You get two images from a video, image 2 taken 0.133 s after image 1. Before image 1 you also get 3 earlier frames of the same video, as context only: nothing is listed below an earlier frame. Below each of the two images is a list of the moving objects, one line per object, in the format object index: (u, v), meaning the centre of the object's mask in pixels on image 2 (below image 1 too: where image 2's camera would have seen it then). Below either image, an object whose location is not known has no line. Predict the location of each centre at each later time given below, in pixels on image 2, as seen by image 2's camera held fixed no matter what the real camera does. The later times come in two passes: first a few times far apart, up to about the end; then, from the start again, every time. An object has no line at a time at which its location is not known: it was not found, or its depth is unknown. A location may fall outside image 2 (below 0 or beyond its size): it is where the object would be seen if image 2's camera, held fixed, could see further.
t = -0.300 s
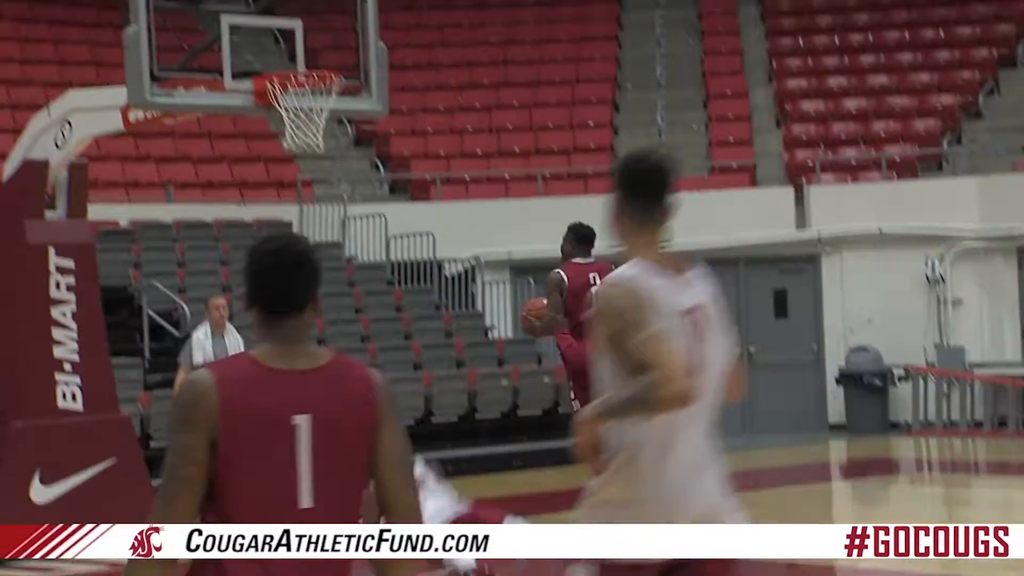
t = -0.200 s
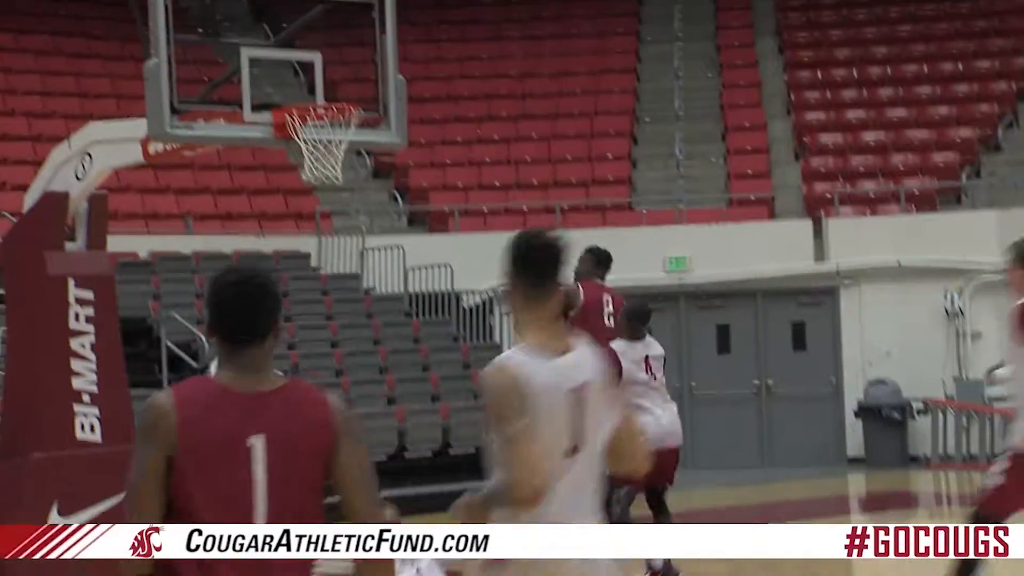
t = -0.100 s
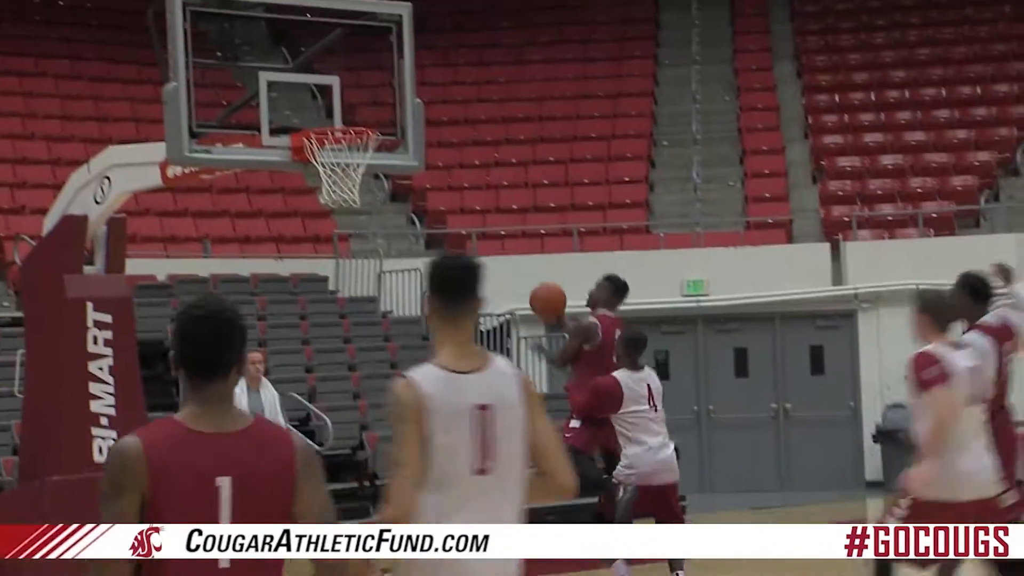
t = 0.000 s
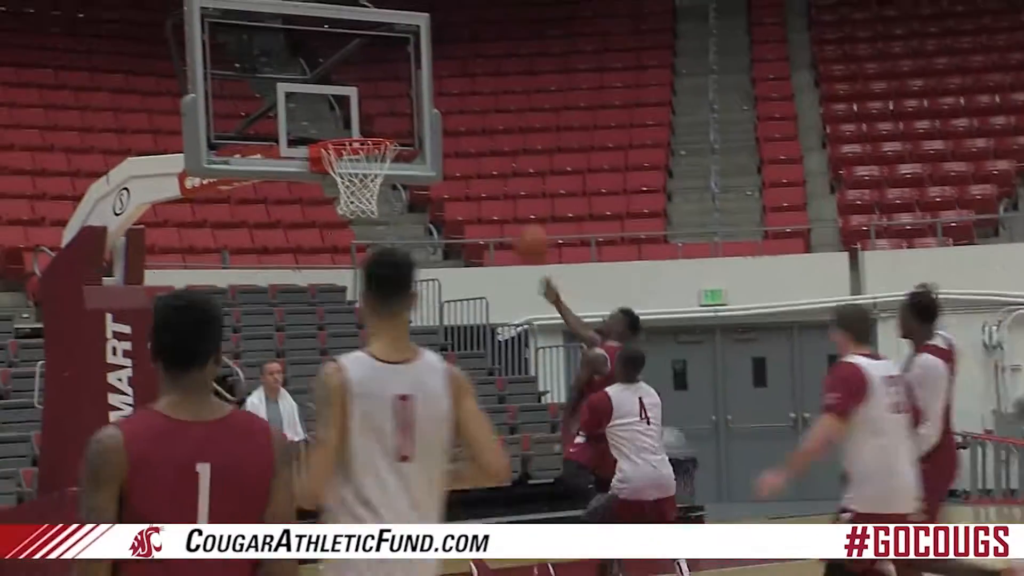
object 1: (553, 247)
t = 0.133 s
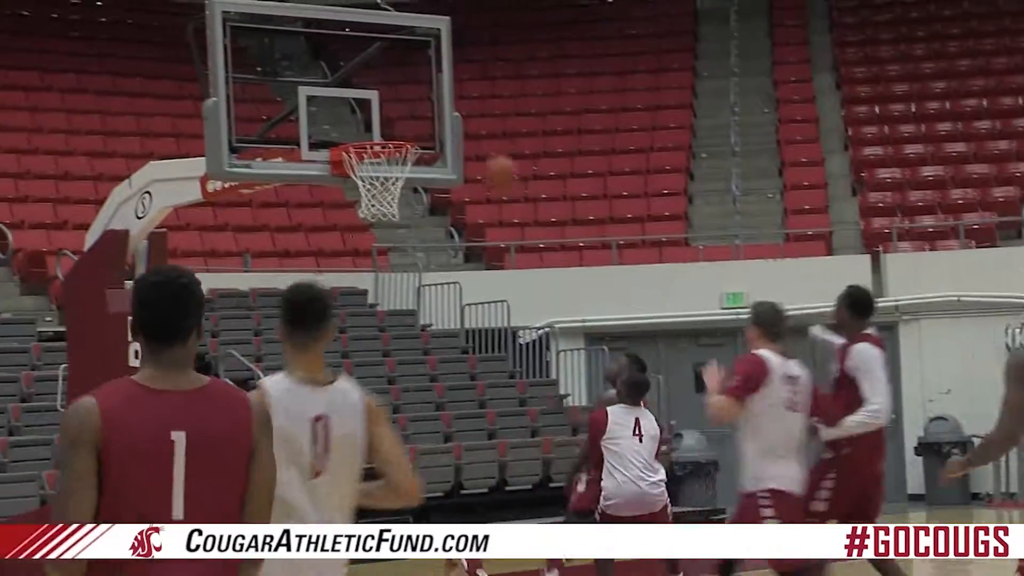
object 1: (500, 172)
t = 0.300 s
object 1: (437, 121)
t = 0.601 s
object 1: (387, 108)
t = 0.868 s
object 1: (388, 125)
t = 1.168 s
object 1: (377, 122)
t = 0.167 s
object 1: (488, 158)
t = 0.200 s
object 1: (475, 147)
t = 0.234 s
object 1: (463, 137)
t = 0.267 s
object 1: (451, 128)
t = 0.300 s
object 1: (437, 121)
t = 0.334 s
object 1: (425, 116)
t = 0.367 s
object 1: (414, 111)
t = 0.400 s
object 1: (409, 106)
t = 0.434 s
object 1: (405, 103)
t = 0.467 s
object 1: (402, 101)
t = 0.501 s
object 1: (399, 100)
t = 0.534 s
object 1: (395, 101)
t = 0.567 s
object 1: (391, 103)
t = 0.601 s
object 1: (387, 108)
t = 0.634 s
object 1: (383, 114)
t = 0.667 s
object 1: (379, 122)
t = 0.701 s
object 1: (377, 128)
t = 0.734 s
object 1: (379, 125)
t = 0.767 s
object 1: (381, 123)
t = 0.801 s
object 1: (383, 122)
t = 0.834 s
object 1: (385, 123)
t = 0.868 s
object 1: (388, 125)
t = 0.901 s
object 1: (391, 127)
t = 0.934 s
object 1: (393, 129)
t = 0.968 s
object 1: (391, 126)
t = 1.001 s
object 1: (388, 123)
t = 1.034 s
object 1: (386, 120)
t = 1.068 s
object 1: (384, 119)
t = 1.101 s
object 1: (381, 118)
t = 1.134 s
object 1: (379, 120)
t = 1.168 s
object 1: (377, 122)
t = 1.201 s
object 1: (375, 126)
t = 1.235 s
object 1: (372, 130)
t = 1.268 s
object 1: (370, 134)
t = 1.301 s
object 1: (370, 153)
